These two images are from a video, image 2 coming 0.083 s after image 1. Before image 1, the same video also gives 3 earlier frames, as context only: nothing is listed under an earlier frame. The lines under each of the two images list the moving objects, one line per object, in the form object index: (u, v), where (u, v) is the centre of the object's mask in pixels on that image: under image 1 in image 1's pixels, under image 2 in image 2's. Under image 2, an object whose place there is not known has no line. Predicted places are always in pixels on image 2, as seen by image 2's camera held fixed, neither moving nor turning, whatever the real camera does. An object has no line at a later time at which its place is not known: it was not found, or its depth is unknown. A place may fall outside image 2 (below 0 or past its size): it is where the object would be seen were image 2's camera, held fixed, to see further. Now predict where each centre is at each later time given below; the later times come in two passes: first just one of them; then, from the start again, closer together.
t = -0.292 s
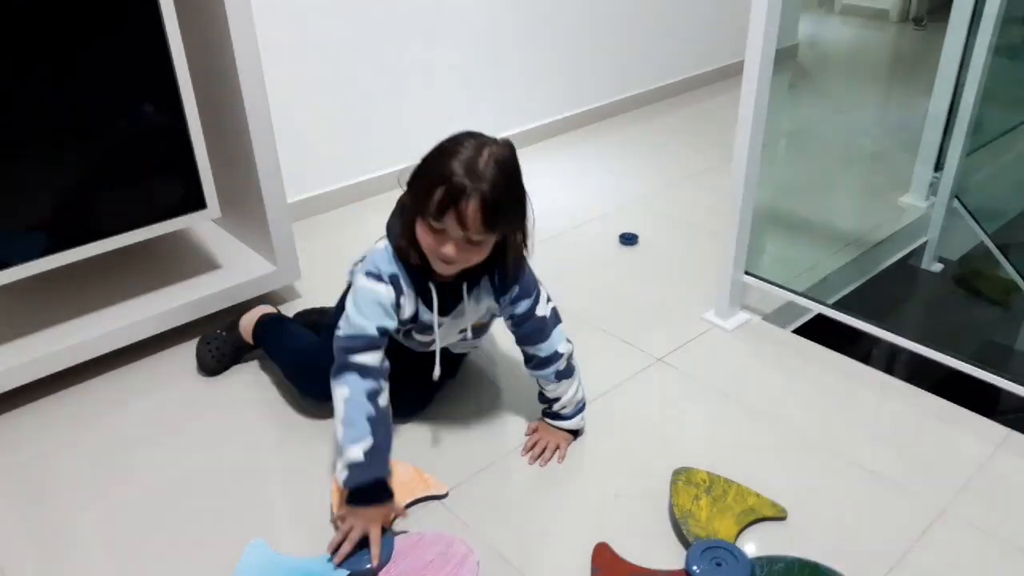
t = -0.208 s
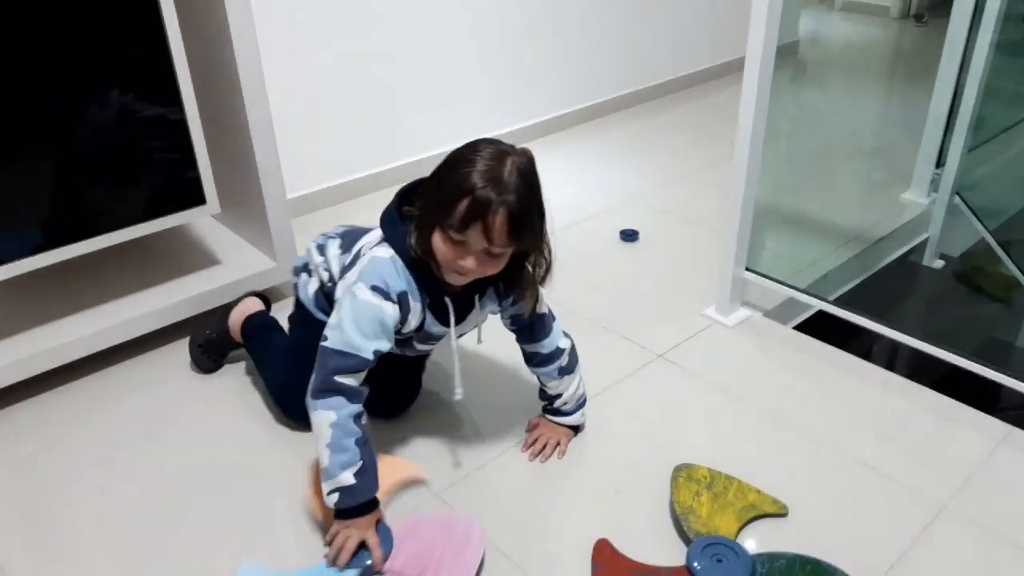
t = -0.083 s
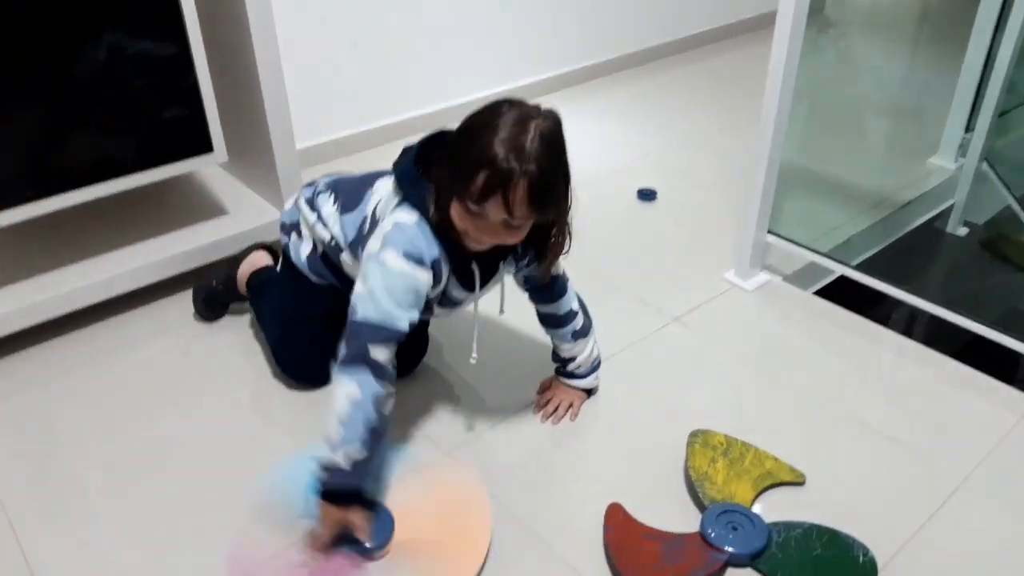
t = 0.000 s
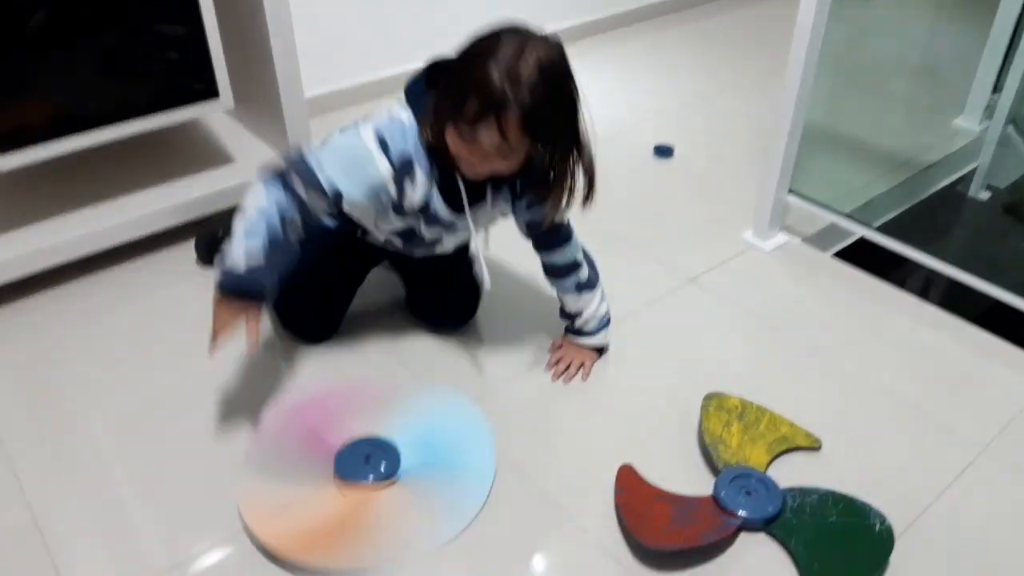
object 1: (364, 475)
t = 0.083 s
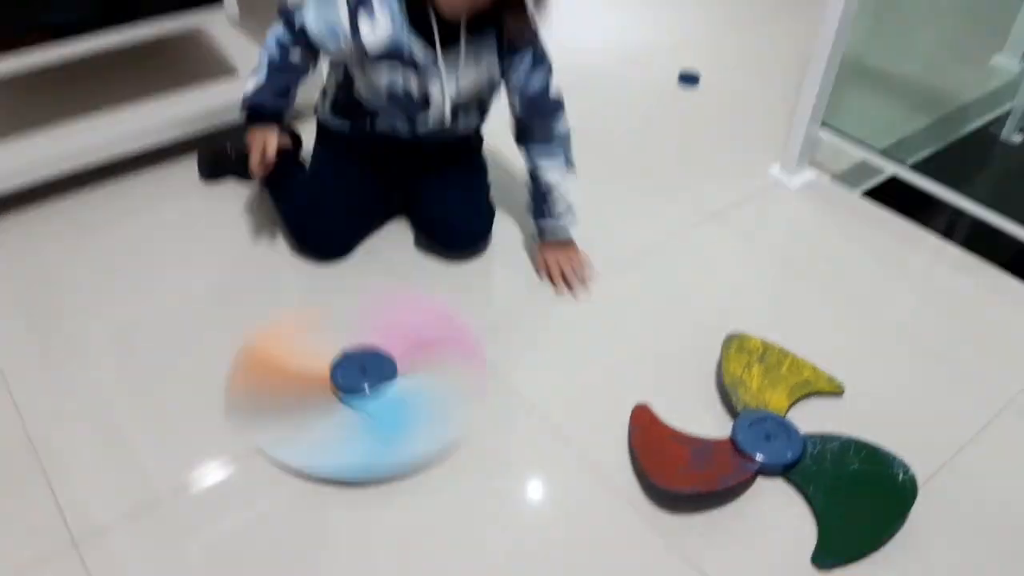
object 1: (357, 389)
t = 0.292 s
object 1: (314, 352)
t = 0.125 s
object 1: (352, 380)
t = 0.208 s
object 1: (337, 358)
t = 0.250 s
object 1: (327, 356)
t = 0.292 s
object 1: (314, 352)
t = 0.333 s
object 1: (301, 344)
